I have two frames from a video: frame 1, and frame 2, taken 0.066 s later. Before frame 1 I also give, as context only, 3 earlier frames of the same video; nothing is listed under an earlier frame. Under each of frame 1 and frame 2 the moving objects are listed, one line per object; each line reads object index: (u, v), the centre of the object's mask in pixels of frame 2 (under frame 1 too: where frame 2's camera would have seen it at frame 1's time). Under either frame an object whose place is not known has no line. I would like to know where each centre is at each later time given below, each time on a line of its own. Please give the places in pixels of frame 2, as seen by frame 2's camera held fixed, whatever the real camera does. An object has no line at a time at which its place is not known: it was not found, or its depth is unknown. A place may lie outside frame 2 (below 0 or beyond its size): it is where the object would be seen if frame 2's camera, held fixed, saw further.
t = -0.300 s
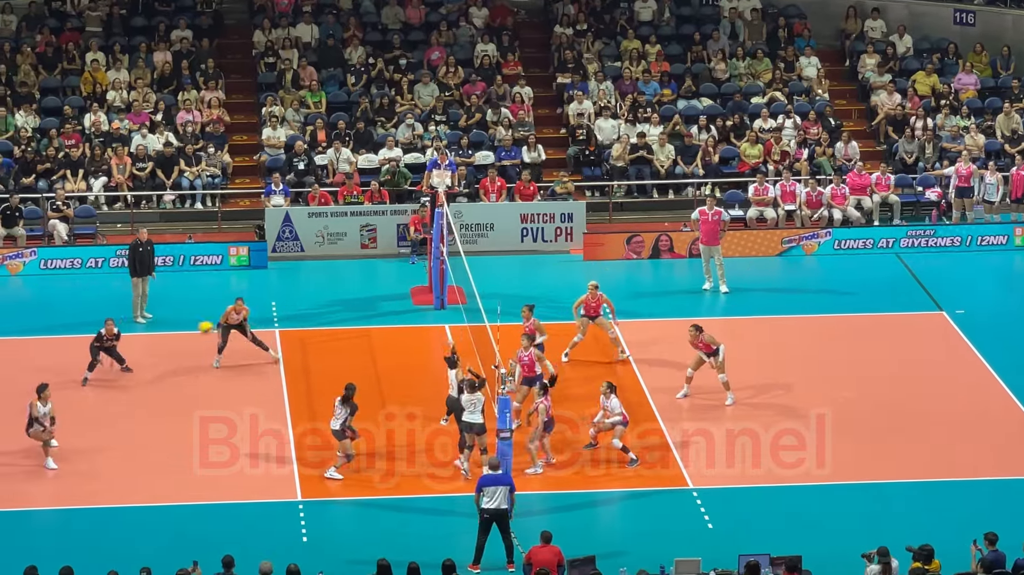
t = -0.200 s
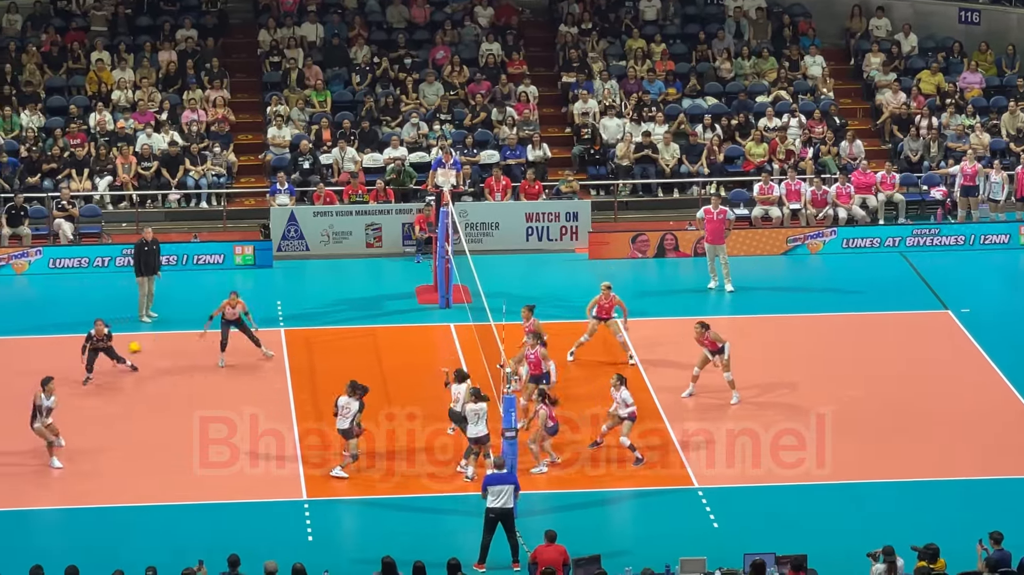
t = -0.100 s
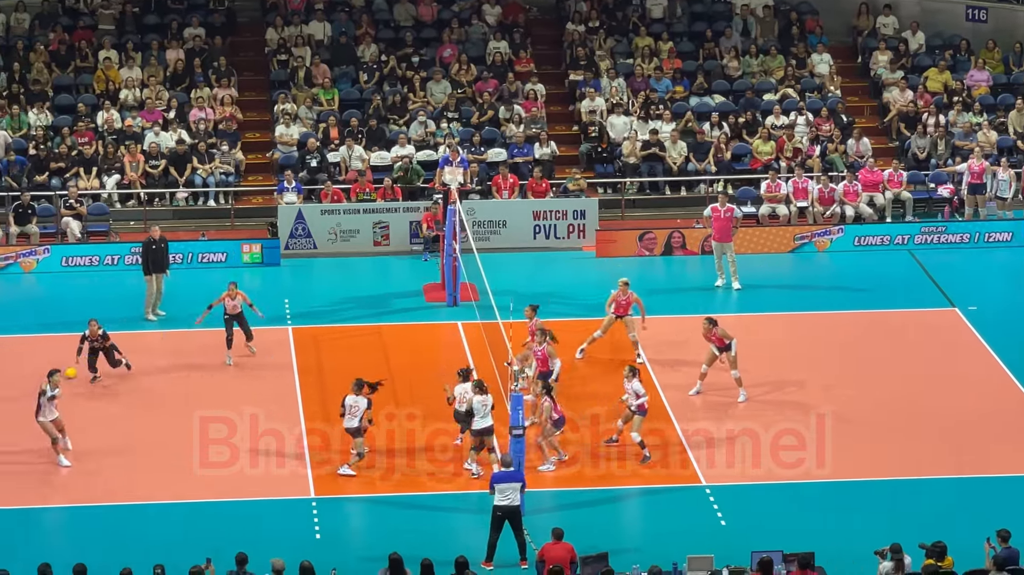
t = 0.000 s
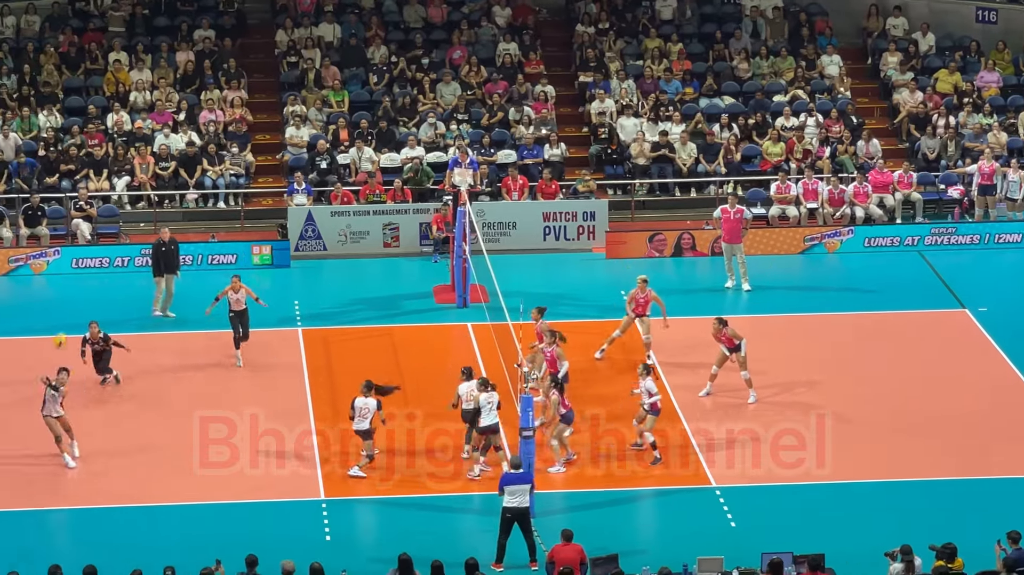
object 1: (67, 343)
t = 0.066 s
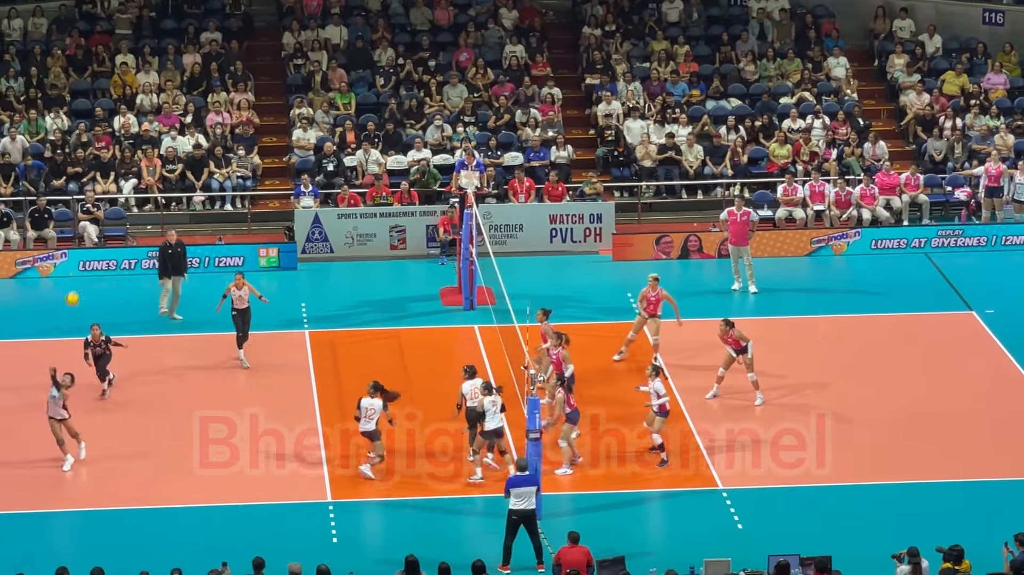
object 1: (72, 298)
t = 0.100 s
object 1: (75, 277)
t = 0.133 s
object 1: (77, 257)
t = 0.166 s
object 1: (79, 238)
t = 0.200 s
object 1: (81, 219)
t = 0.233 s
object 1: (84, 203)
